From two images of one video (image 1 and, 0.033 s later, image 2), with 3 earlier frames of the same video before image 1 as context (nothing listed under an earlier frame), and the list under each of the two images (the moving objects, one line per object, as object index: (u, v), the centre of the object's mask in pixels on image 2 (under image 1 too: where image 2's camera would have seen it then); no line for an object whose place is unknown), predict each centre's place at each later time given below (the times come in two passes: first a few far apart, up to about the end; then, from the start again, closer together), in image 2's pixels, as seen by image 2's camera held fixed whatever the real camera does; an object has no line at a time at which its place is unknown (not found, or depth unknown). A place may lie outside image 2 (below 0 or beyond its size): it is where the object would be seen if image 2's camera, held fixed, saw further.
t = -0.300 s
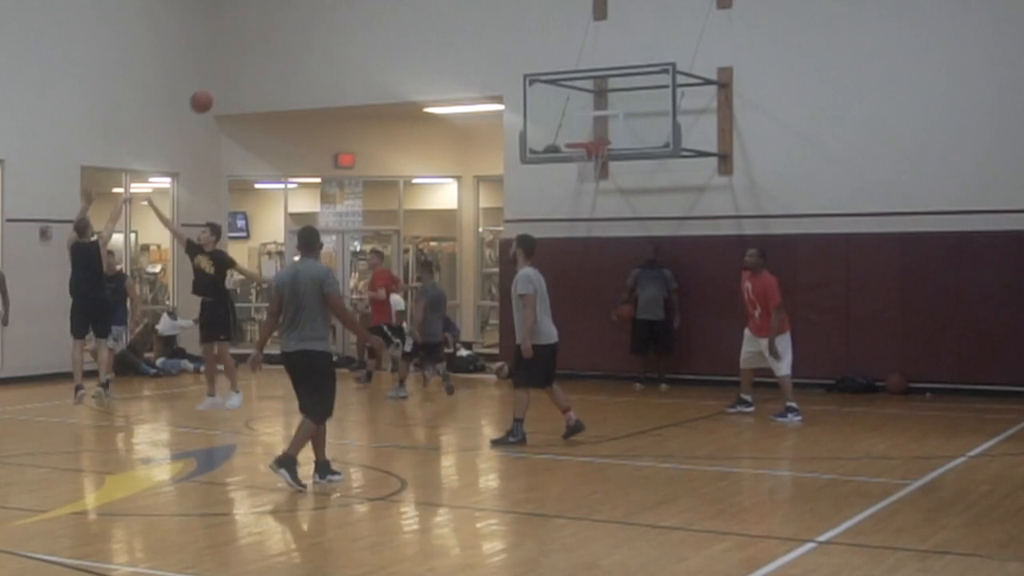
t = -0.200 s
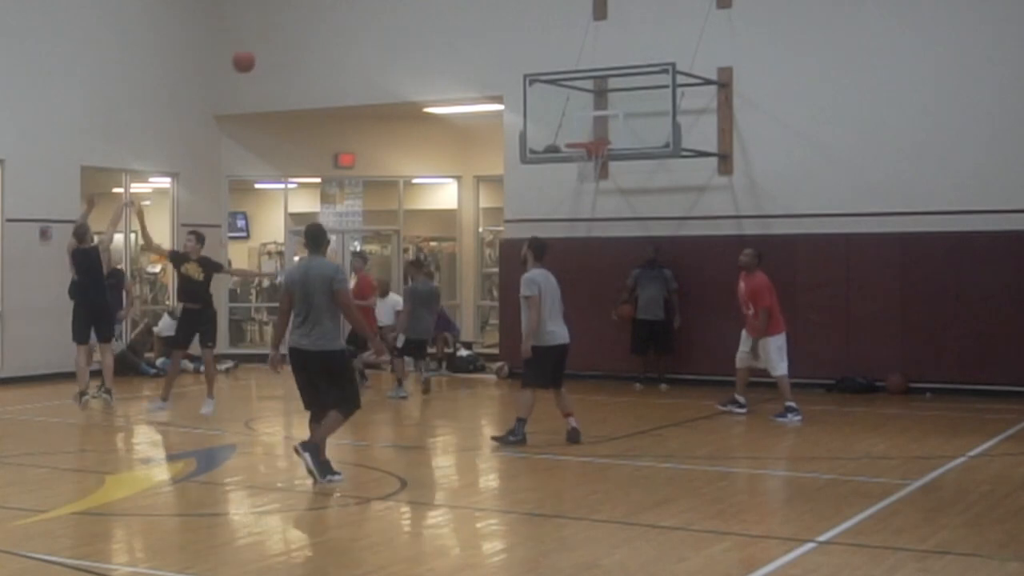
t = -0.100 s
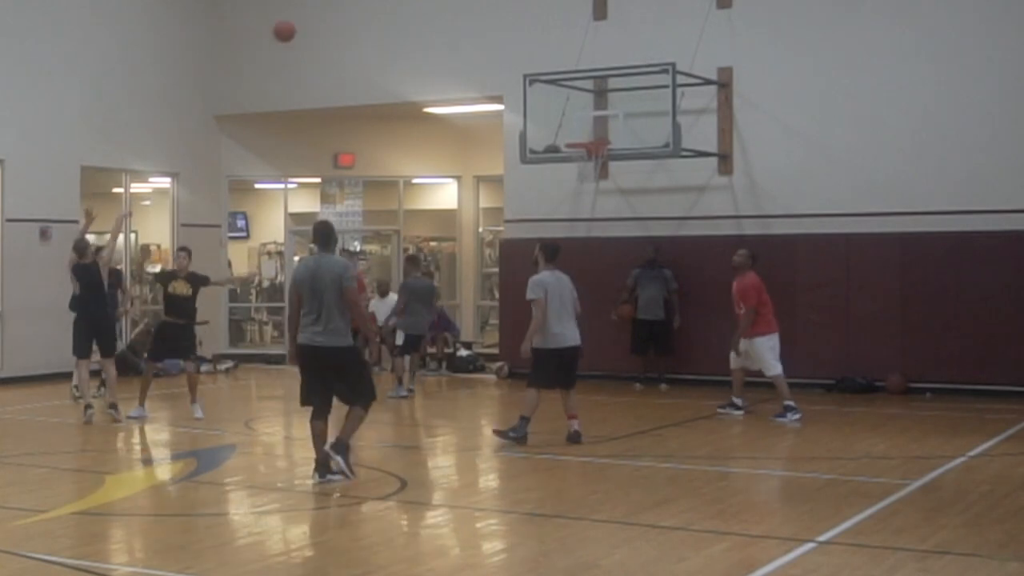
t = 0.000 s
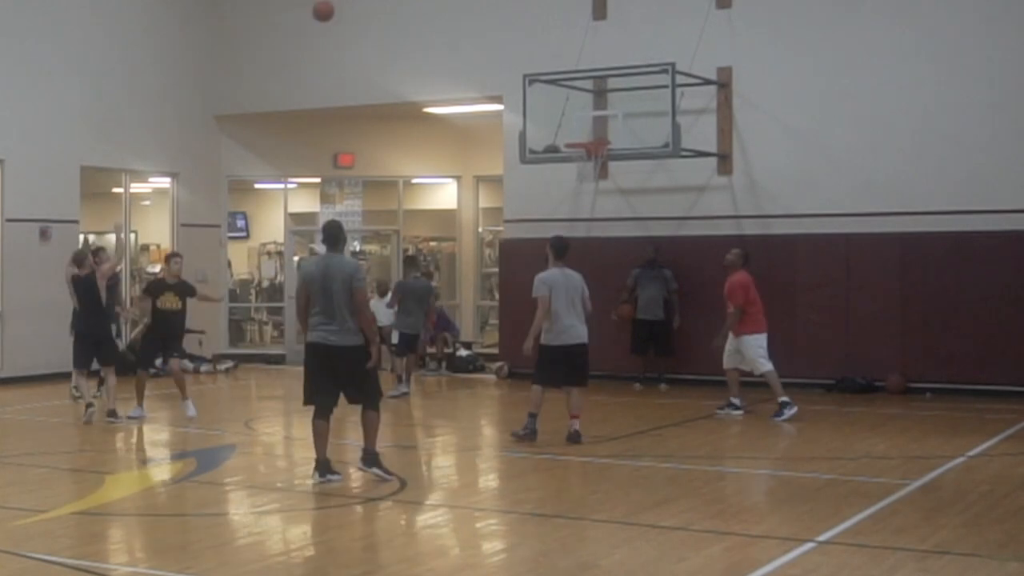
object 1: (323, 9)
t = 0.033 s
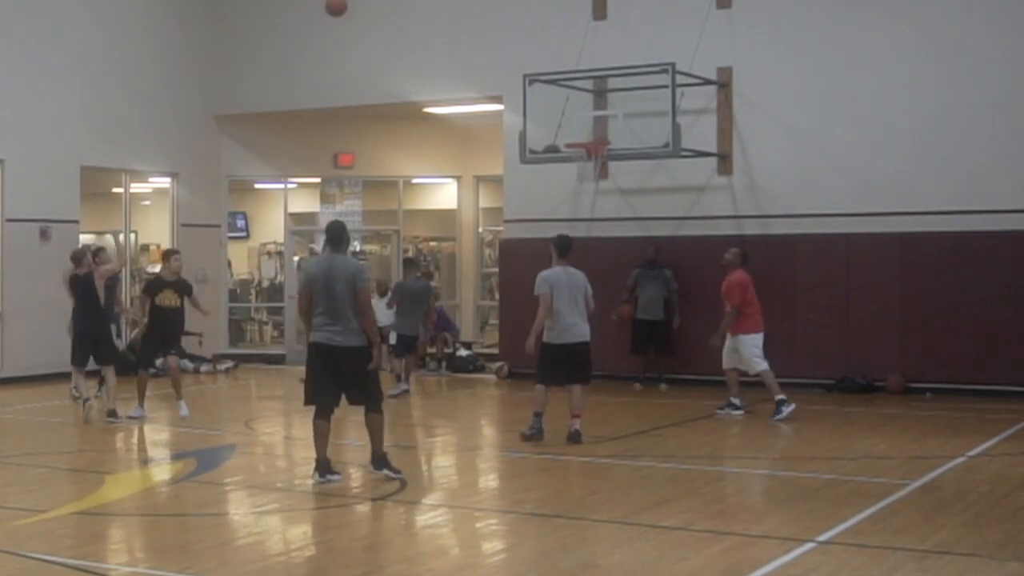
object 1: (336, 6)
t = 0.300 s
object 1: (435, 6)
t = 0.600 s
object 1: (535, 71)
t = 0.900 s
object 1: (578, 155)
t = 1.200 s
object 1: (583, 171)
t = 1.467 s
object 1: (596, 229)
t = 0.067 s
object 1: (349, 4)
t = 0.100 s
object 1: (362, 3)
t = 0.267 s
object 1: (423, 4)
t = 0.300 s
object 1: (435, 6)
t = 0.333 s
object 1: (446, 8)
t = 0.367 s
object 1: (458, 12)
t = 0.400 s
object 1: (469, 19)
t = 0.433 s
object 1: (480, 26)
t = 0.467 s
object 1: (491, 33)
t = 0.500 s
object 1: (502, 41)
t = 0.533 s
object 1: (513, 51)
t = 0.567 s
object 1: (524, 61)
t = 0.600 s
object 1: (535, 71)
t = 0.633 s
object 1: (545, 84)
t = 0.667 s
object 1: (556, 96)
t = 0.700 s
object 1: (567, 109)
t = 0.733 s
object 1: (577, 123)
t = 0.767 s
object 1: (587, 135)
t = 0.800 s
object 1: (587, 142)
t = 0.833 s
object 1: (583, 155)
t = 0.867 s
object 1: (580, 157)
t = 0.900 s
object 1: (578, 155)
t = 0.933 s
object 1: (576, 153)
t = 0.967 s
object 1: (576, 153)
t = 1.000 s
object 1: (576, 155)
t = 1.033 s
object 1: (577, 155)
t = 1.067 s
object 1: (578, 159)
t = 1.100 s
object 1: (579, 159)
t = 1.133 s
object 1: (579, 162)
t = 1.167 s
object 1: (581, 166)
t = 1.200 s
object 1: (583, 171)
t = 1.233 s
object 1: (585, 176)
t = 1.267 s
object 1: (587, 180)
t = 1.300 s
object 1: (589, 187)
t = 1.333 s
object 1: (590, 193)
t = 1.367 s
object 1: (592, 201)
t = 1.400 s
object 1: (593, 209)
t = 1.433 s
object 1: (594, 218)
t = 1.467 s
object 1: (596, 229)
